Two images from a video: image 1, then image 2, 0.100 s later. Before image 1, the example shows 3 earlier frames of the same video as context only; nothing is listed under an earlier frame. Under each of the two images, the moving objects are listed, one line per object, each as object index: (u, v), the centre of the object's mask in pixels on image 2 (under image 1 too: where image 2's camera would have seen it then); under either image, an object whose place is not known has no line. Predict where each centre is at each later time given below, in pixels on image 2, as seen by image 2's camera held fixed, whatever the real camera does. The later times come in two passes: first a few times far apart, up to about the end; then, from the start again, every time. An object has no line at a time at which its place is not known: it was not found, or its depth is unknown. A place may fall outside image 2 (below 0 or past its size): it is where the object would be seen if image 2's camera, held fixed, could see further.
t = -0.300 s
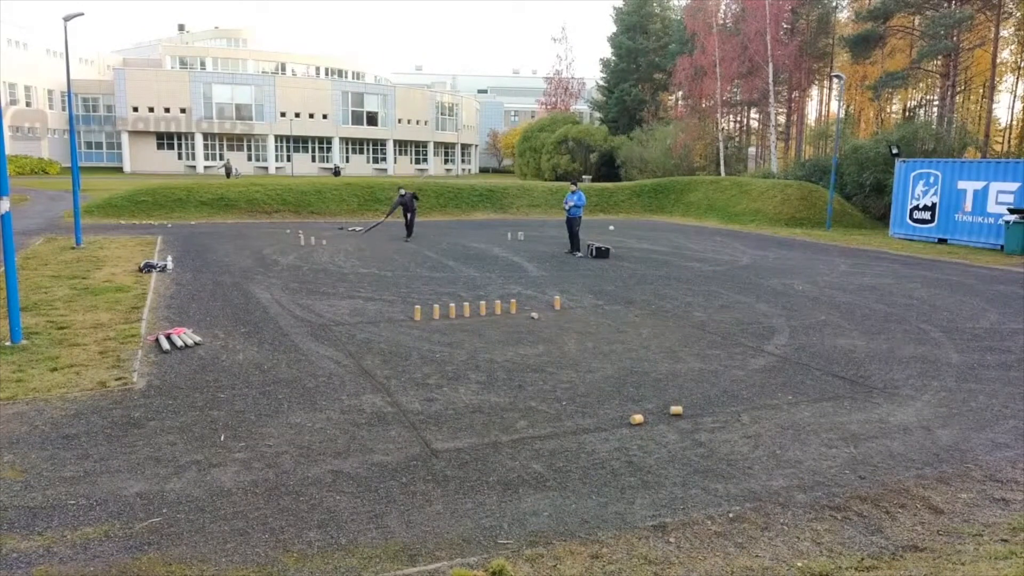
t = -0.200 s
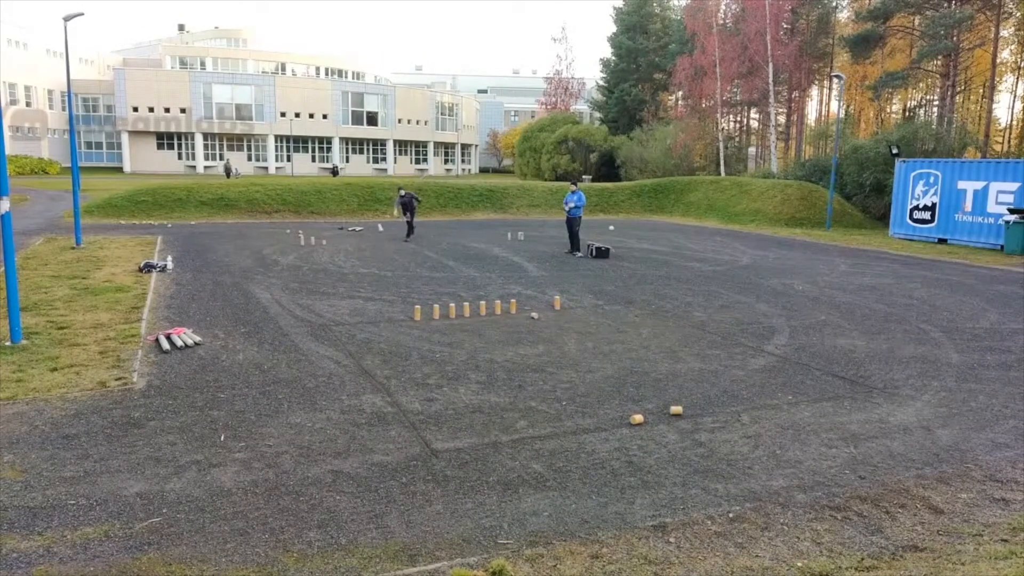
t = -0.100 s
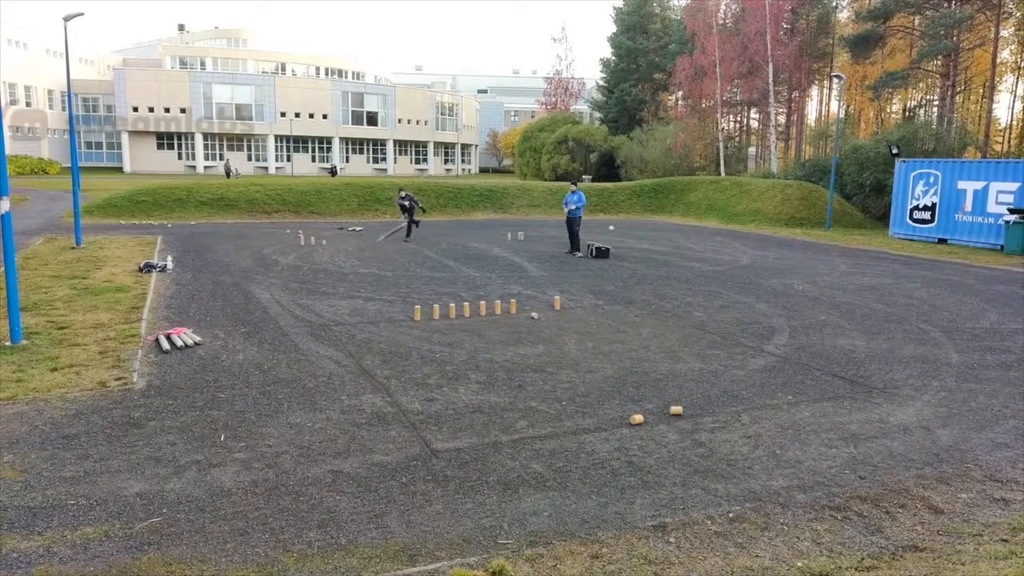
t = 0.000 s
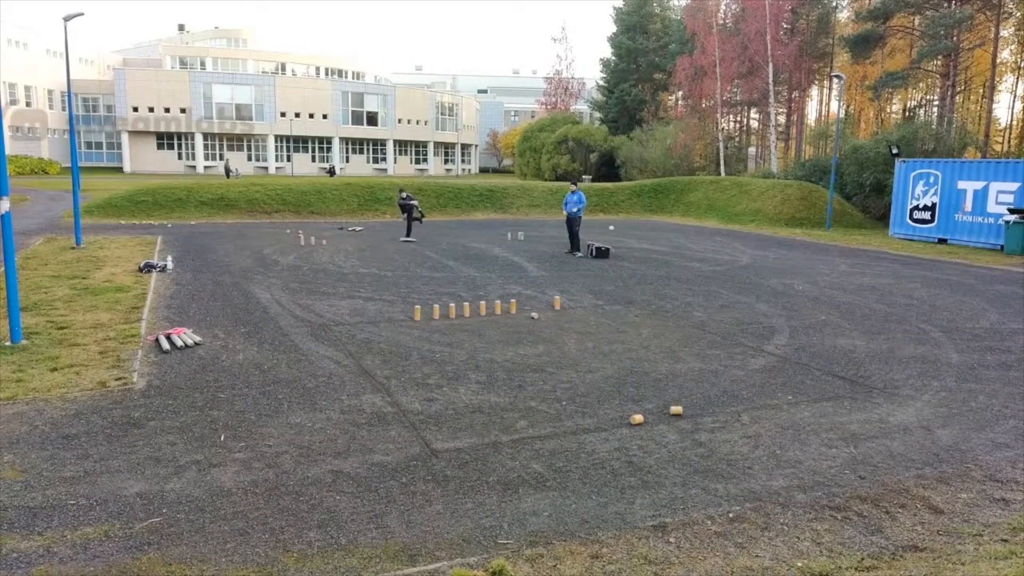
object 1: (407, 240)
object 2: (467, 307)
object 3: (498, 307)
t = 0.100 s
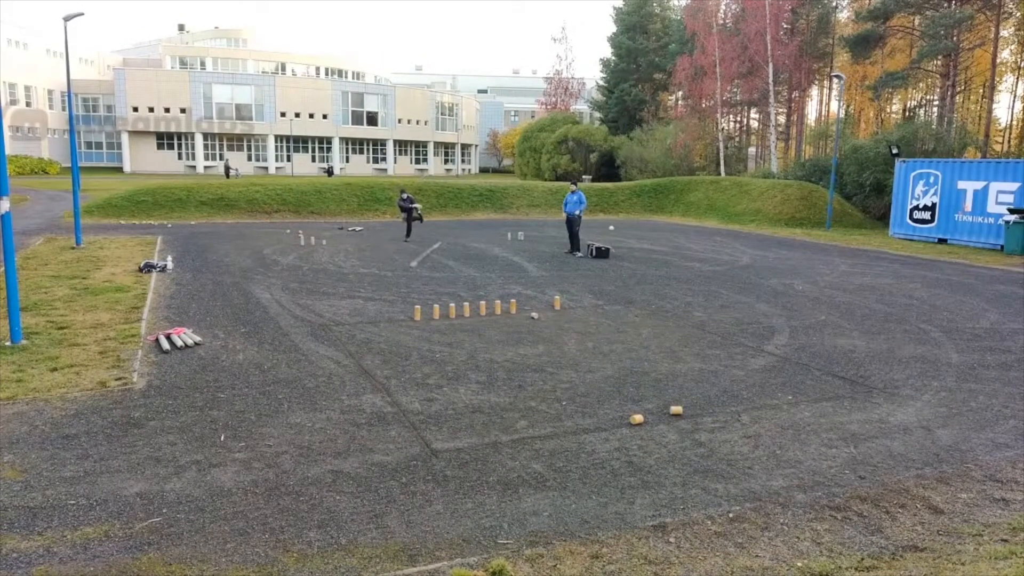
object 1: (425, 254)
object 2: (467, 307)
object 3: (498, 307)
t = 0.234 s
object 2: (467, 307)
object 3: (498, 307)
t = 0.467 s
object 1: (493, 308)
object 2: (465, 297)
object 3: (505, 311)
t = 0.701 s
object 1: (517, 335)
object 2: (464, 304)
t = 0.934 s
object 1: (546, 372)
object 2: (459, 316)
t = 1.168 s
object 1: (580, 402)
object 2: (455, 317)
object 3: (552, 345)
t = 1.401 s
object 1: (619, 425)
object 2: (455, 317)
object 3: (561, 356)
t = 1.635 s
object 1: (658, 450)
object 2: (456, 317)
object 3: (570, 365)
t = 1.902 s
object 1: (718, 475)
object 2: (456, 317)
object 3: (575, 374)
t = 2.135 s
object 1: (772, 493)
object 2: (456, 317)
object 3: (577, 380)
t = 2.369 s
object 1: (824, 508)
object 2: (455, 317)
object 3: (577, 385)
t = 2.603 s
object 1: (870, 525)
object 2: (455, 317)
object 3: (576, 390)
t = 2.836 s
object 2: (455, 317)
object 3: (575, 393)
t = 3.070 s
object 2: (455, 317)
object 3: (574, 396)
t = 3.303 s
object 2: (455, 317)
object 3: (572, 397)
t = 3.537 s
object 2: (455, 317)
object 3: (572, 398)
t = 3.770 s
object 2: (455, 317)
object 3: (572, 398)
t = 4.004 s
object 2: (455, 317)
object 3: (572, 398)
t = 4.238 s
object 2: (455, 317)
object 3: (572, 398)
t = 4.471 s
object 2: (455, 317)
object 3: (572, 398)
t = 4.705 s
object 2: (455, 317)
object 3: (572, 398)
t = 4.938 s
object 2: (455, 317)
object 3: (572, 398)
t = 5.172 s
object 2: (455, 317)
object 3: (572, 398)
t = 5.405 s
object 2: (456, 317)
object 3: (572, 398)
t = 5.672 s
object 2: (456, 317)
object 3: (572, 398)
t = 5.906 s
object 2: (455, 317)
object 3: (572, 398)
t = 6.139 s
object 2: (455, 317)
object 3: (572, 398)
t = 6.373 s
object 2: (455, 317)
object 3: (572, 398)
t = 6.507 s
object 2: (455, 317)
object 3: (572, 398)
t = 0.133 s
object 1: (431, 262)
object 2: (467, 307)
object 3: (498, 307)
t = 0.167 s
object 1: (438, 269)
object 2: (467, 307)
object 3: (498, 307)
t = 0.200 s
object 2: (467, 307)
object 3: (498, 307)
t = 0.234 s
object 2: (467, 307)
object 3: (498, 307)
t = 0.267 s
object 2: (467, 309)
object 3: (498, 307)
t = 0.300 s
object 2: (466, 309)
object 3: (498, 307)
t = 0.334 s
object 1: (483, 303)
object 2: (466, 308)
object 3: (498, 307)
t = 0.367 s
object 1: (483, 307)
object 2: (466, 304)
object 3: (499, 310)
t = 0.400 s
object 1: (488, 307)
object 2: (467, 300)
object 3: (501, 310)
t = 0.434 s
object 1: (490, 307)
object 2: (466, 298)
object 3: (503, 310)
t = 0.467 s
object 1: (493, 308)
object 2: (465, 297)
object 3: (505, 311)
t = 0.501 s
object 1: (496, 310)
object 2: (465, 296)
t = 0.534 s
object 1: (499, 313)
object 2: (465, 295)
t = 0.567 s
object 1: (503, 315)
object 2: (465, 296)
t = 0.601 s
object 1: (506, 321)
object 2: (464, 297)
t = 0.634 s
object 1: (509, 327)
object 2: (464, 298)
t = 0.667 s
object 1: (513, 331)
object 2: (464, 301)
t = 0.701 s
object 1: (517, 335)
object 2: (464, 304)
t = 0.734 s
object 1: (521, 340)
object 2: (464, 309)
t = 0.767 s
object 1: (525, 345)
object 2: (463, 314)
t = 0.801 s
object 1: (529, 353)
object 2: (462, 316)
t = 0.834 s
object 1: (533, 361)
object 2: (461, 316)
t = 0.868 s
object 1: (538, 365)
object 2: (460, 316)
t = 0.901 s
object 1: (542, 368)
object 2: (460, 316)
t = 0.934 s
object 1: (546, 372)
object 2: (459, 316)
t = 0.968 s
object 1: (550, 376)
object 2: (459, 316)
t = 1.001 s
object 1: (556, 381)
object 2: (458, 316)
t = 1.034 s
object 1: (561, 386)
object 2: (457, 316)
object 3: (545, 339)
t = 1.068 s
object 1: (566, 388)
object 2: (456, 316)
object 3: (547, 343)
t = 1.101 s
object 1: (571, 392)
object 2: (456, 316)
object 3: (549, 344)
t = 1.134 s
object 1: (576, 397)
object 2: (456, 316)
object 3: (550, 344)
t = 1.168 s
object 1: (580, 402)
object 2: (455, 317)
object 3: (552, 345)
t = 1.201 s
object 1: (586, 405)
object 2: (455, 317)
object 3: (553, 347)
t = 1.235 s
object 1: (591, 408)
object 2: (455, 317)
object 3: (555, 350)
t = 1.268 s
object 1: (596, 413)
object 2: (455, 317)
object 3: (556, 353)
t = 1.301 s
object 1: (601, 416)
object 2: (455, 317)
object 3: (557, 353)
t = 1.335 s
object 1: (604, 420)
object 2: (455, 317)
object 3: (558, 353)
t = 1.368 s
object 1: (612, 422)
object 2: (455, 317)
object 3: (560, 355)
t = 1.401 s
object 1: (619, 425)
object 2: (455, 317)
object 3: (561, 356)
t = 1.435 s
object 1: (615, 430)
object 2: (455, 317)
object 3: (563, 357)
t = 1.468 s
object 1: (621, 434)
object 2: (455, 317)
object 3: (564, 359)
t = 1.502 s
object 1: (627, 438)
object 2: (455, 317)
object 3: (566, 361)
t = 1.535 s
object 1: (640, 440)
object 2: (456, 317)
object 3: (567, 362)
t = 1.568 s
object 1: (646, 443)
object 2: (456, 317)
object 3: (568, 363)
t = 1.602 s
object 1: (651, 447)
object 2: (456, 317)
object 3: (569, 364)
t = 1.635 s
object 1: (658, 450)
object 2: (456, 317)
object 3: (570, 365)
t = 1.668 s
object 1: (664, 454)
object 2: (456, 317)
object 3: (570, 366)
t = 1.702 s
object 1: (673, 457)
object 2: (456, 317)
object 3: (571, 367)
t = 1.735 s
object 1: (679, 460)
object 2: (456, 317)
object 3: (572, 368)
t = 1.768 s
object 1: (688, 463)
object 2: (456, 317)
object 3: (573, 370)
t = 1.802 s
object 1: (695, 466)
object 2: (456, 317)
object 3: (573, 370)
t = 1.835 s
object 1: (702, 469)
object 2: (456, 317)
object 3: (574, 371)
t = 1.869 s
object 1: (711, 471)
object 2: (456, 317)
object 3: (574, 373)
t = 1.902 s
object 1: (718, 475)
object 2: (456, 317)
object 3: (575, 374)
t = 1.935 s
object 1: (726, 478)
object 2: (456, 317)
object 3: (575, 374)
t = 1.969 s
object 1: (734, 480)
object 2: (456, 317)
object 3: (576, 375)
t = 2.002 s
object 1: (741, 484)
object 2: (456, 317)
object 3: (577, 377)
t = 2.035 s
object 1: (749, 487)
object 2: (456, 317)
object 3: (577, 377)
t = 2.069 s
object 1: (756, 489)
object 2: (456, 317)
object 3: (577, 378)
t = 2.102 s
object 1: (764, 491)
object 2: (456, 317)
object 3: (577, 379)
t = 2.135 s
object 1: (772, 493)
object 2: (456, 317)
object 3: (577, 380)
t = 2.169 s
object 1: (780, 494)
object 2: (456, 317)
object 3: (577, 381)
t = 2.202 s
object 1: (788, 496)
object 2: (455, 317)
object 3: (577, 381)
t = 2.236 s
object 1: (794, 499)
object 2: (455, 317)
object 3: (577, 382)
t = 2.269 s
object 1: (802, 502)
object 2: (455, 317)
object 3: (577, 383)
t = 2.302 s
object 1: (809, 505)
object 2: (455, 317)
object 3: (577, 384)
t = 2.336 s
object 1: (817, 506)
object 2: (455, 317)
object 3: (577, 385)
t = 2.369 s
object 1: (824, 508)
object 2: (455, 317)
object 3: (577, 385)
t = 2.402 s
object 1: (831, 512)
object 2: (455, 317)
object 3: (577, 386)
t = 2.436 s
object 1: (839, 514)
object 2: (455, 317)
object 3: (577, 386)
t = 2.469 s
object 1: (847, 515)
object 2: (455, 317)
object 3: (577, 387)
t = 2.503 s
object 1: (851, 520)
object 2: (455, 317)
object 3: (576, 388)
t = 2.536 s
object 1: (857, 522)
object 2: (455, 317)
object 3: (577, 389)
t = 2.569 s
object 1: (863, 524)
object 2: (455, 317)
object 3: (576, 389)
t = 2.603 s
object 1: (870, 525)
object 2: (455, 317)
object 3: (576, 390)
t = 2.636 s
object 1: (877, 527)
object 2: (455, 317)
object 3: (576, 391)
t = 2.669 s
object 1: (883, 528)
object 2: (455, 317)
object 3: (576, 391)
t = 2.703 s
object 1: (888, 529)
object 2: (455, 317)
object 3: (576, 392)
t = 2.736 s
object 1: (892, 530)
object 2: (455, 317)
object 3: (576, 392)
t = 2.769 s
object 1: (895, 531)
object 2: (455, 317)
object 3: (575, 392)
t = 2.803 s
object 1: (898, 532)
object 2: (455, 317)
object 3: (575, 393)
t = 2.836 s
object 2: (455, 317)
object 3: (575, 393)
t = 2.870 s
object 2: (455, 317)
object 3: (575, 394)
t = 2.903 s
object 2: (455, 317)
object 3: (574, 394)
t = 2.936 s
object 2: (455, 317)
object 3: (574, 395)
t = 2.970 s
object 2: (455, 317)
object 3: (574, 395)
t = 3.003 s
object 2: (455, 317)
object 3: (573, 395)
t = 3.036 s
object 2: (455, 317)
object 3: (574, 396)
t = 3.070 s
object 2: (455, 317)
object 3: (574, 396)
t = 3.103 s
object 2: (455, 317)
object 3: (573, 396)
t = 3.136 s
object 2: (455, 317)
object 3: (573, 396)
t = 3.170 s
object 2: (455, 317)
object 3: (573, 396)
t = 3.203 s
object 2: (455, 317)
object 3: (572, 397)
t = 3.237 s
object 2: (455, 317)
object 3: (572, 397)
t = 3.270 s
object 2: (455, 317)
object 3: (572, 397)
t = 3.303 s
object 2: (455, 317)
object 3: (572, 397)
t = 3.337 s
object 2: (455, 317)
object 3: (572, 397)
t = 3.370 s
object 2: (455, 317)
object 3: (572, 398)
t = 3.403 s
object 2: (455, 317)
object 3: (572, 398)
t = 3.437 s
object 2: (455, 317)
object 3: (572, 398)
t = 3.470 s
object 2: (455, 317)
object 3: (572, 398)
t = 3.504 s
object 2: (455, 317)
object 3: (572, 398)
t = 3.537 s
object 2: (455, 317)
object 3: (572, 398)
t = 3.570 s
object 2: (455, 317)
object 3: (572, 398)
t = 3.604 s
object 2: (455, 317)
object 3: (572, 398)
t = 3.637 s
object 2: (455, 317)
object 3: (572, 398)
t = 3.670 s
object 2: (455, 317)
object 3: (572, 398)
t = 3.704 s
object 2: (455, 317)
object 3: (572, 398)
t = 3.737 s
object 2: (455, 317)
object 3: (572, 398)
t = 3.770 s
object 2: (455, 317)
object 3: (572, 398)
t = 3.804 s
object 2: (455, 317)
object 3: (572, 398)
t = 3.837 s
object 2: (455, 317)
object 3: (572, 398)
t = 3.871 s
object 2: (455, 317)
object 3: (572, 398)
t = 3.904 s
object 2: (455, 317)
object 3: (572, 398)
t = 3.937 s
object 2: (455, 317)
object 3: (572, 398)
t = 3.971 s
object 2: (455, 317)
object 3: (572, 398)
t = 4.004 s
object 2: (455, 317)
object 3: (572, 398)
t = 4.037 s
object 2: (455, 317)
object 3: (572, 398)
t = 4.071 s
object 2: (455, 317)
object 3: (572, 398)
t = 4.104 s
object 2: (455, 317)
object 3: (572, 398)
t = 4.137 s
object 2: (455, 317)
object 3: (572, 398)
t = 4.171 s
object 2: (455, 317)
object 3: (572, 398)
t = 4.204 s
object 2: (455, 317)
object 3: (572, 398)
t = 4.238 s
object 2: (455, 317)
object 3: (572, 398)
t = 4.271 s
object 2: (455, 317)
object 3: (572, 398)
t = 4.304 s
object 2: (455, 317)
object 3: (572, 398)
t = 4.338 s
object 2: (455, 317)
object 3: (572, 398)
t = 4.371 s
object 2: (455, 317)
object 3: (572, 398)
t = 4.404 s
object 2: (455, 317)
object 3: (572, 398)
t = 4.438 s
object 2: (455, 317)
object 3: (572, 398)
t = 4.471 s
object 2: (455, 317)
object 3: (572, 398)
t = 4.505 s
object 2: (455, 317)
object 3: (572, 398)
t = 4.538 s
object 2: (455, 317)
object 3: (572, 398)
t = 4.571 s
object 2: (455, 317)
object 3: (572, 398)
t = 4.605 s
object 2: (455, 317)
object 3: (572, 398)
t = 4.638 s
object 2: (455, 317)
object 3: (572, 398)
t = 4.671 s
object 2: (455, 317)
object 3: (572, 398)
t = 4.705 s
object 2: (455, 317)
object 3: (572, 398)
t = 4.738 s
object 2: (455, 317)
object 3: (572, 398)
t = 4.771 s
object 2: (455, 317)
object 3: (572, 398)
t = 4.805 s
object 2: (455, 317)
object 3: (572, 398)
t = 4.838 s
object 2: (455, 317)
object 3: (572, 398)
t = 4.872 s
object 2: (455, 317)
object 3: (572, 398)
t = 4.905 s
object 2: (455, 317)
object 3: (572, 398)
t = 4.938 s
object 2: (455, 317)
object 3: (572, 398)
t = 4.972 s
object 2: (455, 317)
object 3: (572, 398)
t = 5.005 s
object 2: (455, 317)
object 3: (572, 398)
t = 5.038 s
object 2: (455, 317)
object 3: (572, 398)
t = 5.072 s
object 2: (455, 317)
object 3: (572, 398)
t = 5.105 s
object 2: (455, 317)
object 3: (572, 398)
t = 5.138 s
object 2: (455, 317)
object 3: (572, 398)
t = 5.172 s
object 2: (455, 317)
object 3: (572, 398)
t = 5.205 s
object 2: (455, 317)
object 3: (572, 398)
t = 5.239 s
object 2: (455, 317)
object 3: (572, 398)
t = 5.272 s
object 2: (455, 317)
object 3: (572, 398)
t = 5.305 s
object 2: (455, 317)
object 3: (572, 398)
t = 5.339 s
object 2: (455, 317)
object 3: (572, 398)
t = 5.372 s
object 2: (456, 317)
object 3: (572, 398)
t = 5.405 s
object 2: (456, 317)
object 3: (572, 398)
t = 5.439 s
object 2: (456, 317)
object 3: (572, 398)
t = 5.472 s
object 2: (456, 317)
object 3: (572, 398)
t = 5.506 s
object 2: (456, 317)
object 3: (572, 398)
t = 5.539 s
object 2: (456, 317)
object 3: (572, 398)
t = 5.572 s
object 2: (456, 317)
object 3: (572, 398)
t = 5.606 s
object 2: (456, 317)
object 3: (572, 398)
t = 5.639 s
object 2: (456, 317)
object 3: (572, 398)
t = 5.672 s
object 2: (456, 317)
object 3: (572, 398)
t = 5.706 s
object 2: (456, 317)
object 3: (572, 398)
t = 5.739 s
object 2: (456, 317)
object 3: (572, 398)
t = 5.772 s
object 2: (455, 317)
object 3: (572, 398)
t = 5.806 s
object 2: (455, 317)
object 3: (572, 398)
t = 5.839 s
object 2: (455, 317)
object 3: (572, 398)
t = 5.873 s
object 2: (455, 317)
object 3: (572, 398)
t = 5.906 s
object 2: (455, 317)
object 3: (572, 398)
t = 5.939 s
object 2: (455, 317)
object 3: (572, 398)
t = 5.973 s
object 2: (455, 317)
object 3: (572, 398)
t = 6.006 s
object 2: (455, 317)
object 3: (572, 398)
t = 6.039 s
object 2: (455, 317)
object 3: (572, 398)
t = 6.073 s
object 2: (455, 317)
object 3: (572, 398)
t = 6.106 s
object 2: (455, 317)
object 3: (572, 398)
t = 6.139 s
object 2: (455, 317)
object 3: (572, 398)
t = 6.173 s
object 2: (455, 317)
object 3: (572, 398)
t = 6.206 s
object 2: (455, 317)
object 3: (572, 398)
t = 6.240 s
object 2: (455, 317)
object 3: (572, 398)
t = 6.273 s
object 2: (455, 317)
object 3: (572, 398)
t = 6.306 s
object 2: (455, 317)
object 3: (572, 398)
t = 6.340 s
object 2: (455, 317)
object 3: (572, 398)
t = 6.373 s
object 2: (455, 317)
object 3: (572, 398)
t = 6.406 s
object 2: (455, 317)
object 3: (572, 398)
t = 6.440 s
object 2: (455, 317)
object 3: (572, 398)
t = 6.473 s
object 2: (455, 317)
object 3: (572, 398)
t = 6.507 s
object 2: (455, 317)
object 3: (572, 398)
